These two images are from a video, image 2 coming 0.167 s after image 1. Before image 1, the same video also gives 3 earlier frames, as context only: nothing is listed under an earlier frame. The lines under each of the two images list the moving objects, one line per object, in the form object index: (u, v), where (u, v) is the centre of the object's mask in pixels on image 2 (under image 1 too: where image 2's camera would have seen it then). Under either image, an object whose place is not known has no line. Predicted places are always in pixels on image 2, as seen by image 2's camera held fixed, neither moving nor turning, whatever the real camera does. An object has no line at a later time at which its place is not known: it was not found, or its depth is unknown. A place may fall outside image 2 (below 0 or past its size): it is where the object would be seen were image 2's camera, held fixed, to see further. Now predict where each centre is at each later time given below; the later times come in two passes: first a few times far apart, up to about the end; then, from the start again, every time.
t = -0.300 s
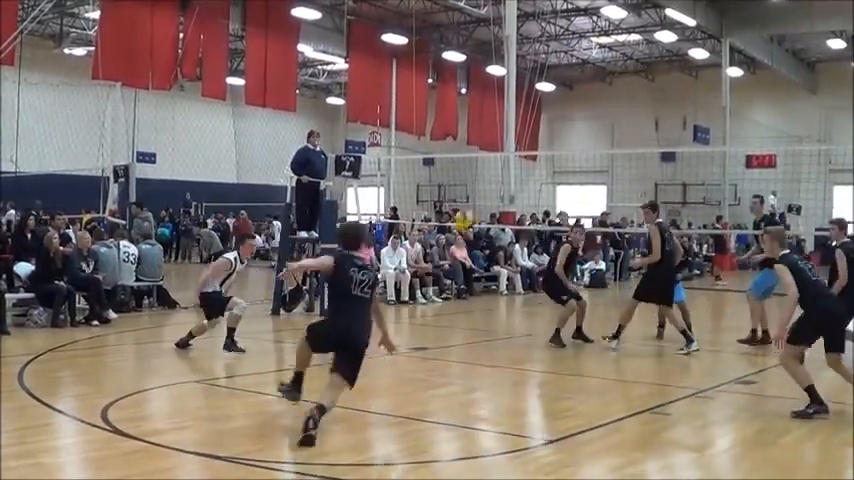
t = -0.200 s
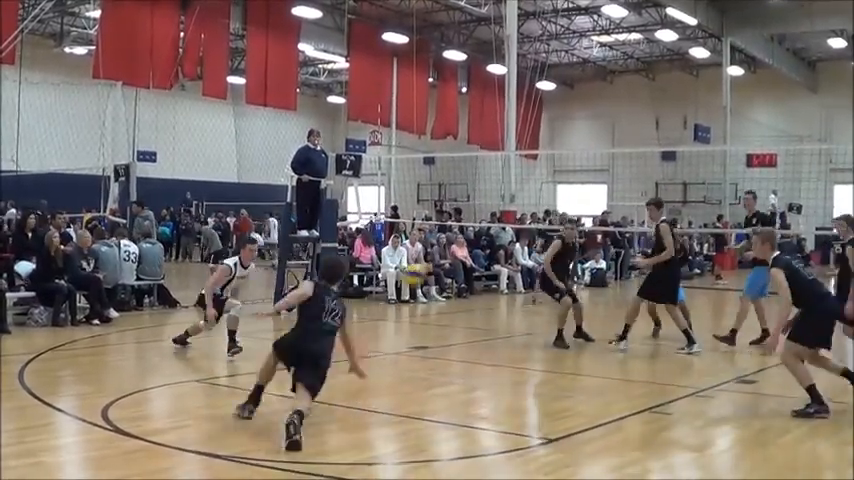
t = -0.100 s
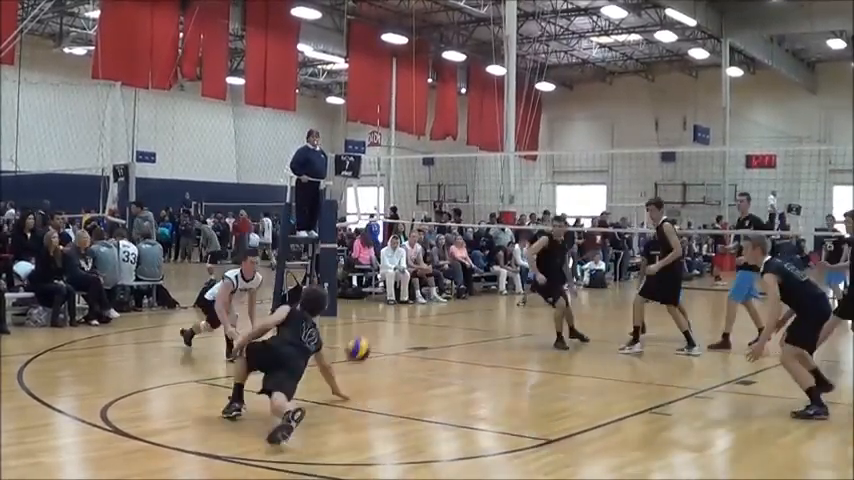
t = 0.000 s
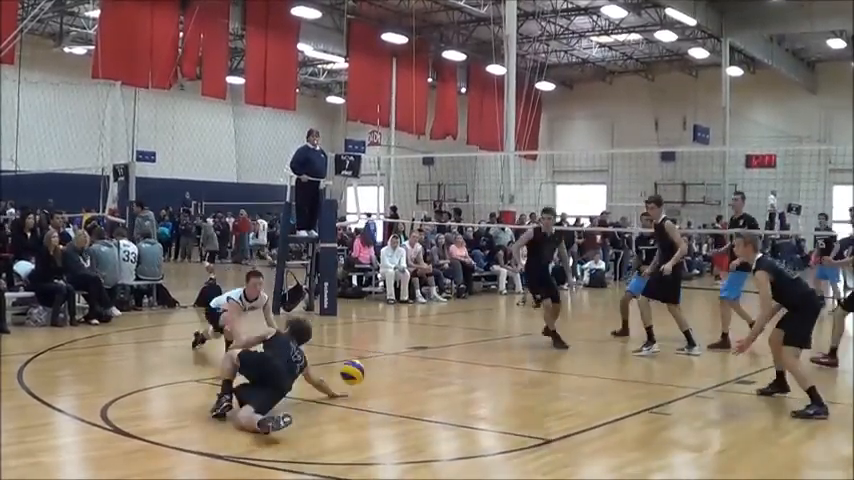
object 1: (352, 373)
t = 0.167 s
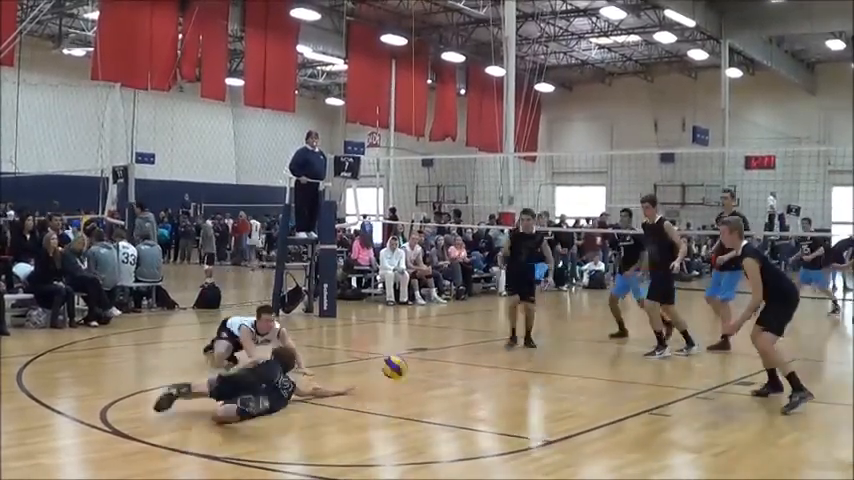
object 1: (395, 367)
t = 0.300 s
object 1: (426, 385)
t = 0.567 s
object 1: (473, 379)
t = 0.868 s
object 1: (524, 385)
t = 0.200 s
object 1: (403, 369)
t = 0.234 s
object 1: (410, 372)
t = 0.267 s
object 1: (419, 378)
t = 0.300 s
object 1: (426, 385)
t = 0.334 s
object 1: (433, 381)
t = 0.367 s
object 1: (438, 377)
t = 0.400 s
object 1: (445, 374)
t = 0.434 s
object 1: (450, 372)
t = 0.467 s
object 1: (456, 371)
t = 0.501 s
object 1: (462, 372)
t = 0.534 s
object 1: (467, 374)
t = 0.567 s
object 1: (473, 379)
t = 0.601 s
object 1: (479, 383)
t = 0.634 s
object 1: (484, 389)
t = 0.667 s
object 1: (490, 387)
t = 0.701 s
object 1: (496, 384)
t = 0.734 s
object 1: (501, 382)
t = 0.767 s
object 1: (509, 381)
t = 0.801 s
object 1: (513, 381)
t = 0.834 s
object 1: (519, 382)
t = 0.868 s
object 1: (524, 385)
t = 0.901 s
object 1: (530, 389)
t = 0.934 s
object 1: (535, 395)
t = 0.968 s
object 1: (540, 395)
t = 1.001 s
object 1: (547, 391)
